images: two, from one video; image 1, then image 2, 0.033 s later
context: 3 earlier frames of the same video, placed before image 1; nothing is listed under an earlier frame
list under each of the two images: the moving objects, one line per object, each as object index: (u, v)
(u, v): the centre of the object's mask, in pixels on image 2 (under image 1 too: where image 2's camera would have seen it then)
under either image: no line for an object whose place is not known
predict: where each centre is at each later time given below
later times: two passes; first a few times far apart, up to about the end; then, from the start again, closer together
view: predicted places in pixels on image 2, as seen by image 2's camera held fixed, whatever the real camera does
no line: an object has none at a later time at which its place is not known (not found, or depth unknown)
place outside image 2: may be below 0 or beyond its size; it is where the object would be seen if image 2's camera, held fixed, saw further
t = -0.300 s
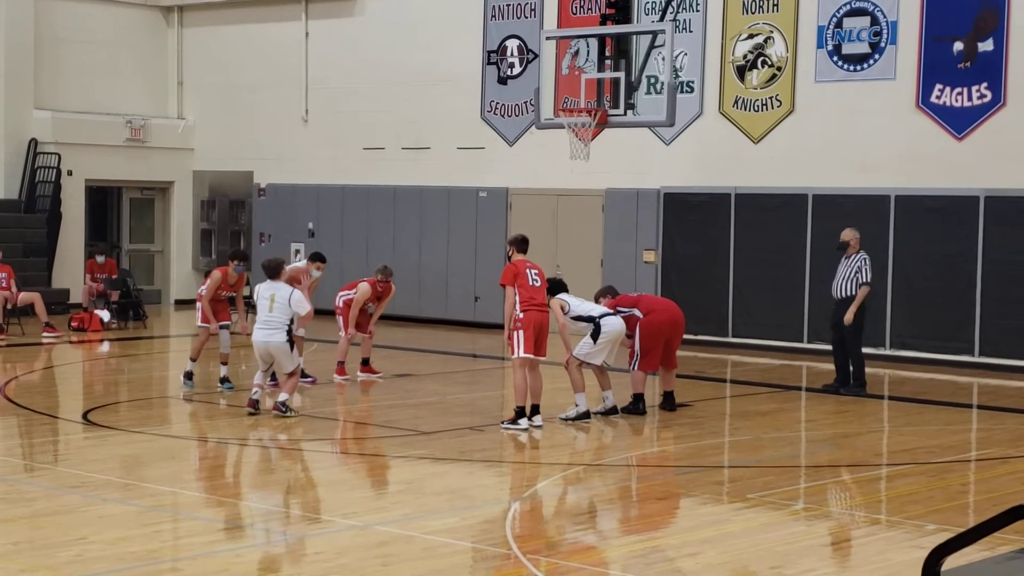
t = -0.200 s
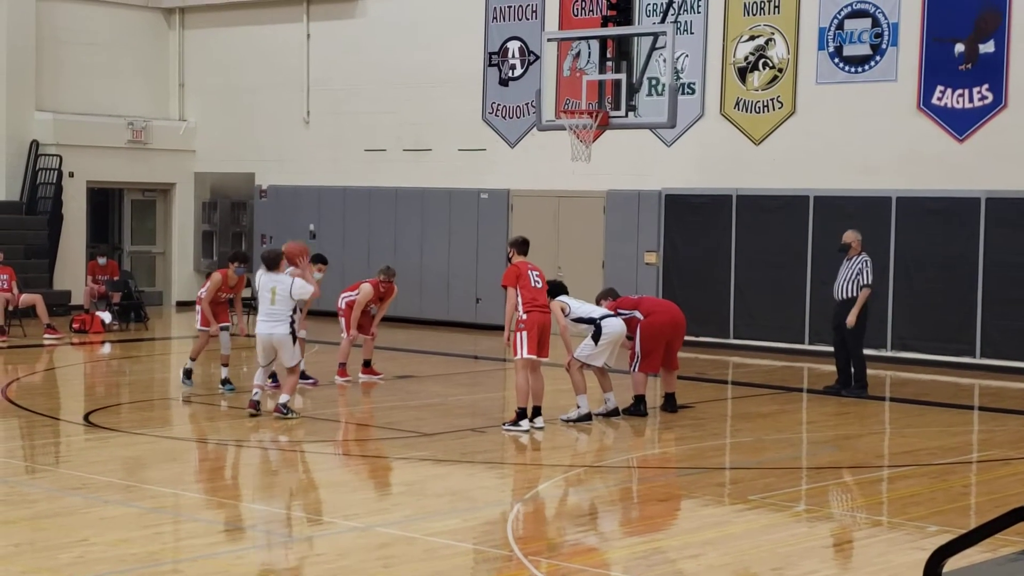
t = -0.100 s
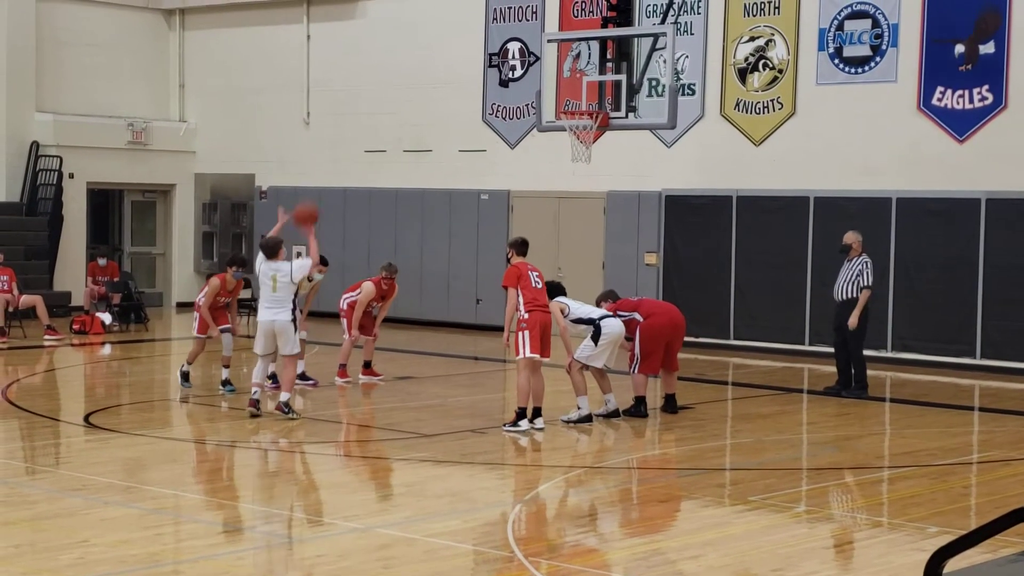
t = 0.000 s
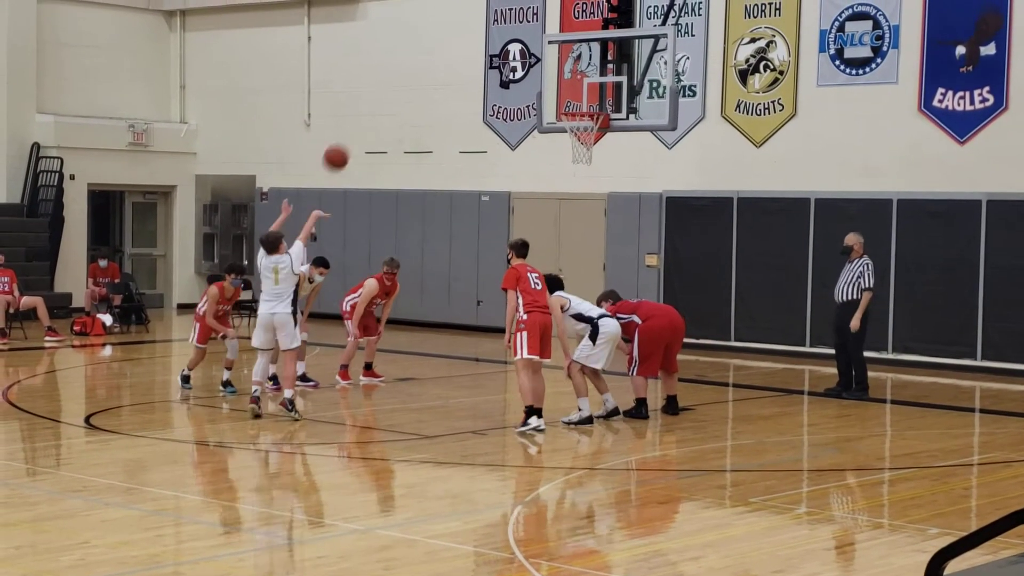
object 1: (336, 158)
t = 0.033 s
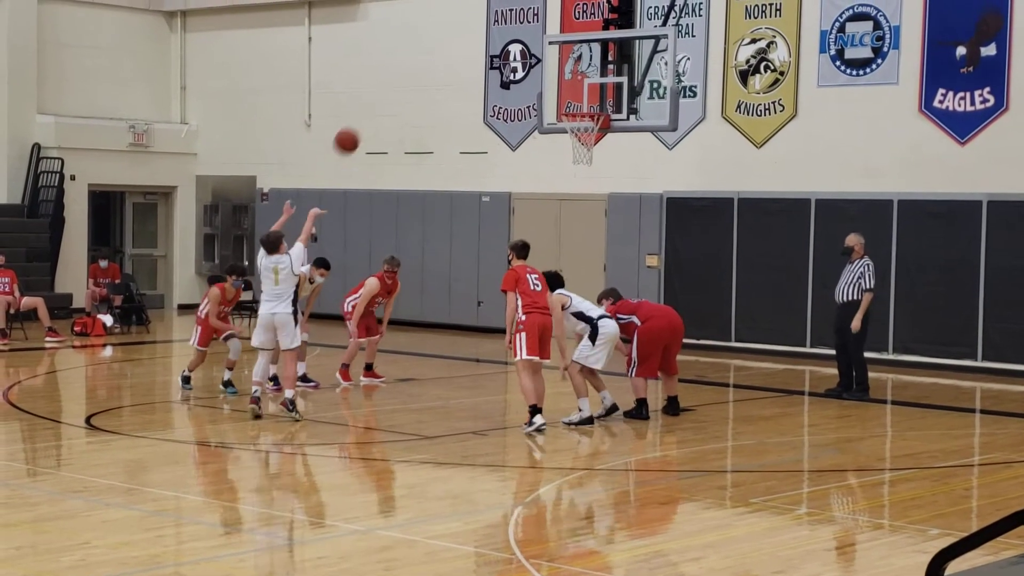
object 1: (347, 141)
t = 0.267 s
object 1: (414, 56)
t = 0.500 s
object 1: (476, 30)
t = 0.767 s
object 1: (538, 64)
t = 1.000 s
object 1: (584, 108)
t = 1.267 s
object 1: (575, 131)
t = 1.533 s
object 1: (571, 178)
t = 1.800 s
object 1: (565, 283)
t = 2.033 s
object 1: (563, 351)
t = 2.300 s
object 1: (571, 270)
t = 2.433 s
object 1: (575, 252)
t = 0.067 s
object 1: (357, 125)
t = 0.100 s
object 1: (367, 110)
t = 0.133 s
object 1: (377, 97)
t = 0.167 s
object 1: (386, 85)
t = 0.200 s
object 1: (396, 74)
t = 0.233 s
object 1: (405, 65)
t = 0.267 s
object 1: (414, 56)
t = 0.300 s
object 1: (423, 49)
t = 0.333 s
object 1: (432, 43)
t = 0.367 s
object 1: (441, 38)
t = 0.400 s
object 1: (450, 35)
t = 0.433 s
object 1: (459, 32)
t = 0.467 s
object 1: (467, 31)
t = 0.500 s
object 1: (476, 30)
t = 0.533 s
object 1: (484, 31)
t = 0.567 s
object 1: (492, 33)
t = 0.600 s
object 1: (500, 35)
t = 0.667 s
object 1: (516, 44)
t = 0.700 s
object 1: (523, 49)
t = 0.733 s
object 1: (531, 56)
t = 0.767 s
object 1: (538, 64)
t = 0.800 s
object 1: (545, 72)
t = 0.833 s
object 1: (552, 82)
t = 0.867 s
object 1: (559, 92)
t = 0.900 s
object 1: (566, 103)
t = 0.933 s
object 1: (572, 105)
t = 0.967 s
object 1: (578, 106)
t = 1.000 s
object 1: (584, 108)
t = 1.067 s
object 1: (588, 115)
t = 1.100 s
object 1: (586, 116)
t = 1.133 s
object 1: (583, 116)
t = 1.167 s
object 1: (580, 123)
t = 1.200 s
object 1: (575, 126)
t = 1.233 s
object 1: (576, 127)
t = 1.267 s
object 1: (575, 131)
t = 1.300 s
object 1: (575, 136)
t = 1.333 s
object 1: (574, 140)
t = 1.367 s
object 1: (573, 143)
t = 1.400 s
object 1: (573, 149)
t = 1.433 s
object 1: (572, 156)
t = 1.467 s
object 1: (572, 161)
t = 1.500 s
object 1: (571, 169)
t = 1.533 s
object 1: (571, 178)
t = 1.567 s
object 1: (570, 188)
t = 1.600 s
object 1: (570, 199)
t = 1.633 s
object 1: (569, 211)
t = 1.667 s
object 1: (568, 223)
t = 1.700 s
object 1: (568, 237)
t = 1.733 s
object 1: (567, 251)
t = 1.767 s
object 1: (566, 266)
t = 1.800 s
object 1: (565, 283)
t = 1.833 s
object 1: (564, 300)
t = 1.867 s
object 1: (564, 317)
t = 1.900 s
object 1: (563, 336)
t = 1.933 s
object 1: (562, 357)
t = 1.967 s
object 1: (562, 378)
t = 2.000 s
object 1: (562, 366)
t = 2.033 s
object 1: (563, 351)
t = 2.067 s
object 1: (565, 338)
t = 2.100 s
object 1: (566, 325)
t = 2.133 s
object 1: (567, 314)
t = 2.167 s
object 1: (567, 303)
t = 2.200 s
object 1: (568, 293)
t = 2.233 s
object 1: (570, 284)
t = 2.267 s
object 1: (570, 276)
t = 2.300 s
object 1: (571, 270)
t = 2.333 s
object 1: (572, 264)
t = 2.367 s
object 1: (573, 259)
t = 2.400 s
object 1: (574, 255)
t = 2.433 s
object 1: (575, 252)
